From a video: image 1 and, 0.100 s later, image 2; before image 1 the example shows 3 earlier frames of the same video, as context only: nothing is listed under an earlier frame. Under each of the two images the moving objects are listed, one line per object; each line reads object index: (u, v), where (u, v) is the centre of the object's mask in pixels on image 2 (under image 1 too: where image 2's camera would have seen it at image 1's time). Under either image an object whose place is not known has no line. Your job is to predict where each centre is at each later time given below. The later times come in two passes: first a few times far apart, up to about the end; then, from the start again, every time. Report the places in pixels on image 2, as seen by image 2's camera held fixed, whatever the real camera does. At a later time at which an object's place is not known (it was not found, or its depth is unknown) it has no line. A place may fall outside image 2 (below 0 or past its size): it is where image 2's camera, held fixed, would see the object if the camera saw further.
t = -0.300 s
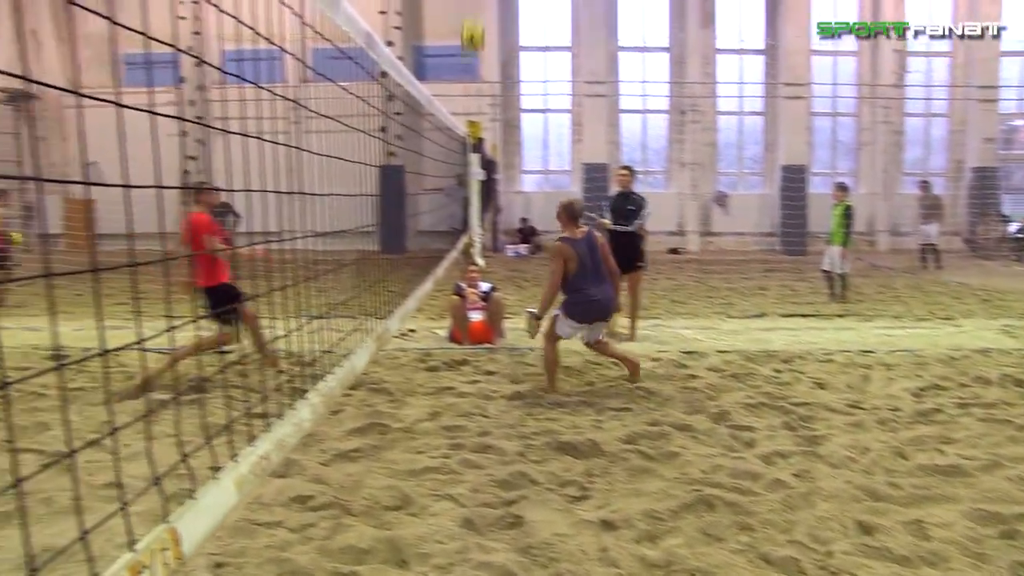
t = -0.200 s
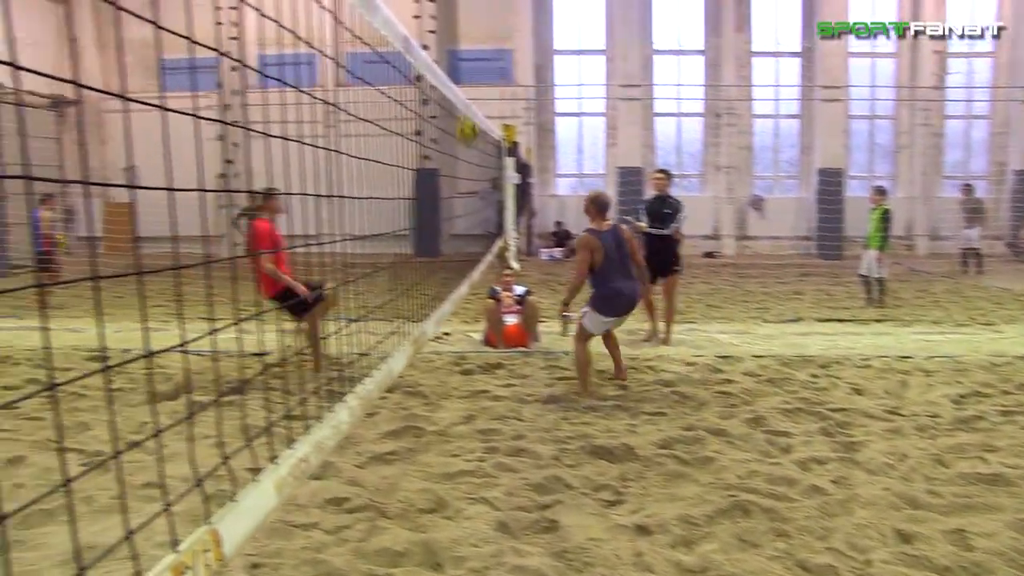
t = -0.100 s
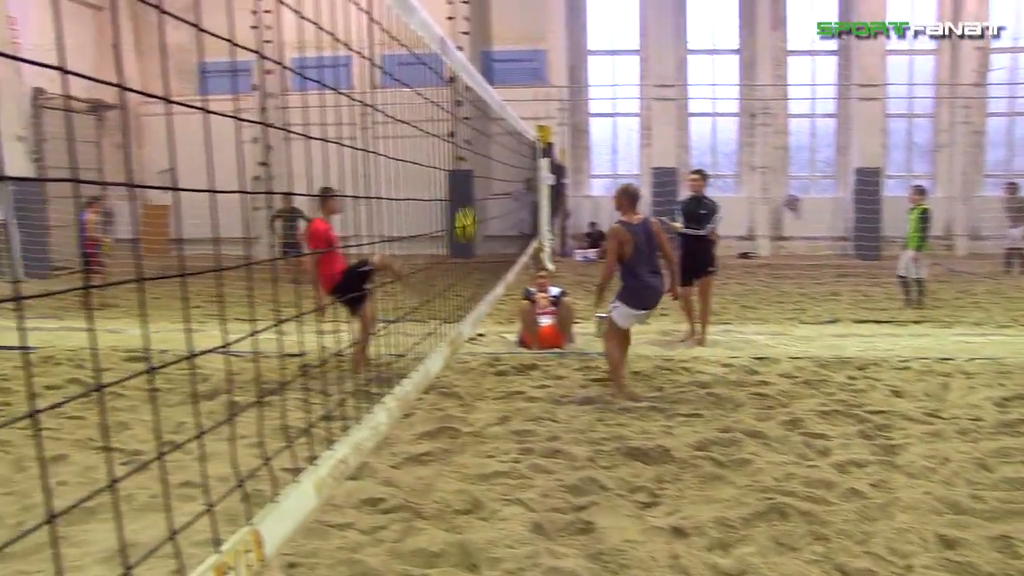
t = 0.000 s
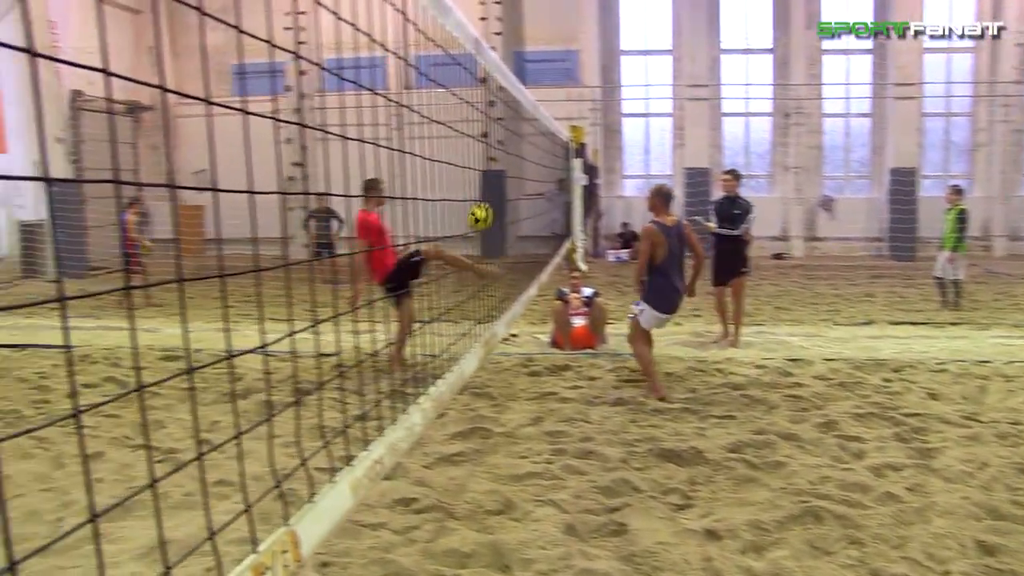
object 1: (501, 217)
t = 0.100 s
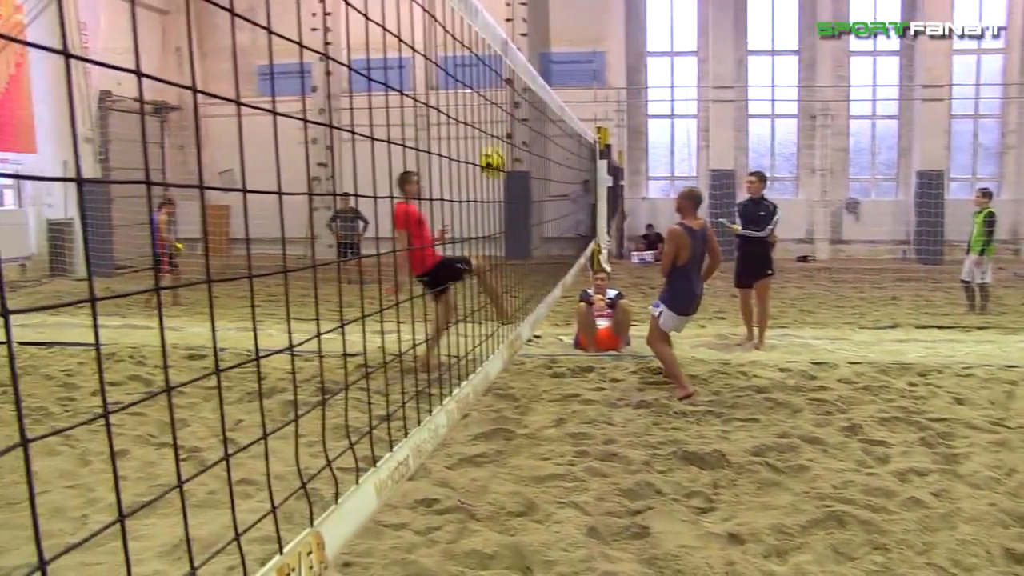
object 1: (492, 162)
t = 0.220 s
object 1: (476, 102)
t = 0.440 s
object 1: (434, 24)
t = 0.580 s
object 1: (397, 6)
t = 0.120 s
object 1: (489, 152)
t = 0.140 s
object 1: (487, 139)
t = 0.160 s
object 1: (484, 130)
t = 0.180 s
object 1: (481, 121)
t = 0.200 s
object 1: (479, 113)
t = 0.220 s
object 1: (476, 102)
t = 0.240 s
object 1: (472, 93)
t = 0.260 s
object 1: (469, 84)
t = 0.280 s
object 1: (465, 76)
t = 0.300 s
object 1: (463, 68)
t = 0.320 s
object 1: (459, 61)
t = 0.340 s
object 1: (454, 53)
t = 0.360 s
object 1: (451, 48)
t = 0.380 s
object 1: (447, 41)
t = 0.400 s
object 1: (443, 35)
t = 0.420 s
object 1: (438, 29)
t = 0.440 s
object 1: (434, 24)
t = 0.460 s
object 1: (429, 19)
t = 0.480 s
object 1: (424, 15)
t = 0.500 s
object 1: (419, 10)
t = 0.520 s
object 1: (414, 9)
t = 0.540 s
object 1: (408, 7)
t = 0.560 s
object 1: (404, 6)
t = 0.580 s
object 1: (397, 6)
